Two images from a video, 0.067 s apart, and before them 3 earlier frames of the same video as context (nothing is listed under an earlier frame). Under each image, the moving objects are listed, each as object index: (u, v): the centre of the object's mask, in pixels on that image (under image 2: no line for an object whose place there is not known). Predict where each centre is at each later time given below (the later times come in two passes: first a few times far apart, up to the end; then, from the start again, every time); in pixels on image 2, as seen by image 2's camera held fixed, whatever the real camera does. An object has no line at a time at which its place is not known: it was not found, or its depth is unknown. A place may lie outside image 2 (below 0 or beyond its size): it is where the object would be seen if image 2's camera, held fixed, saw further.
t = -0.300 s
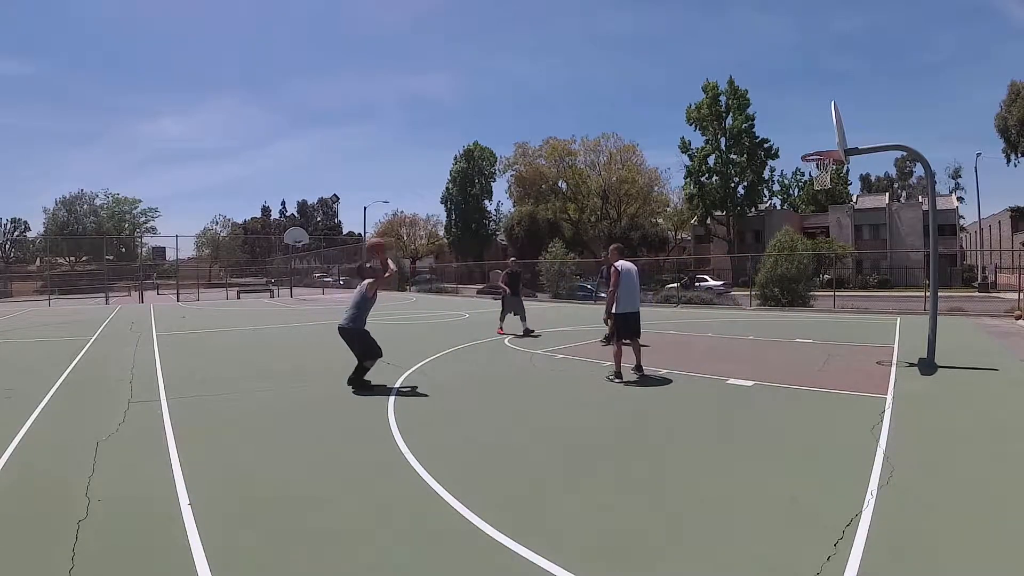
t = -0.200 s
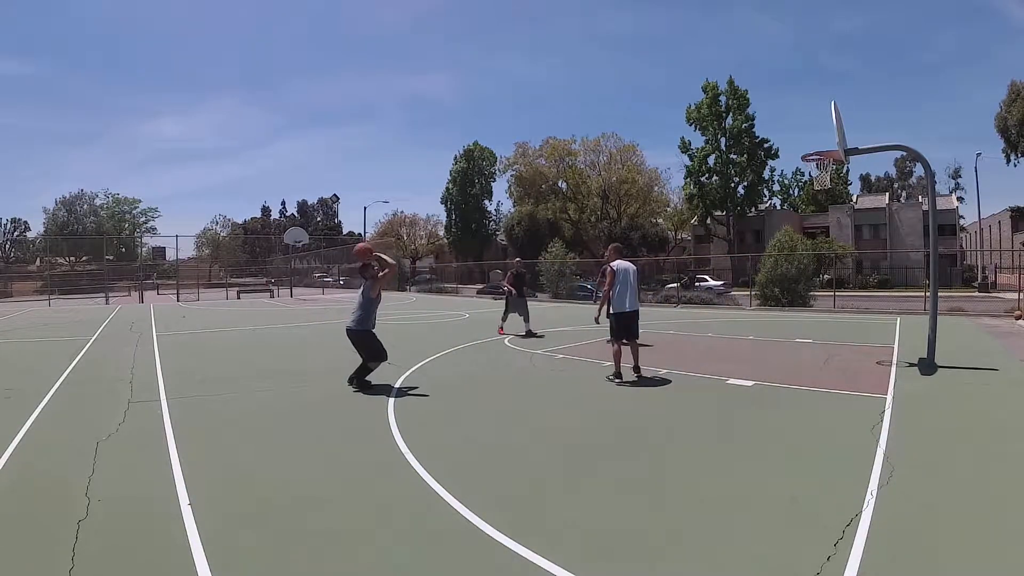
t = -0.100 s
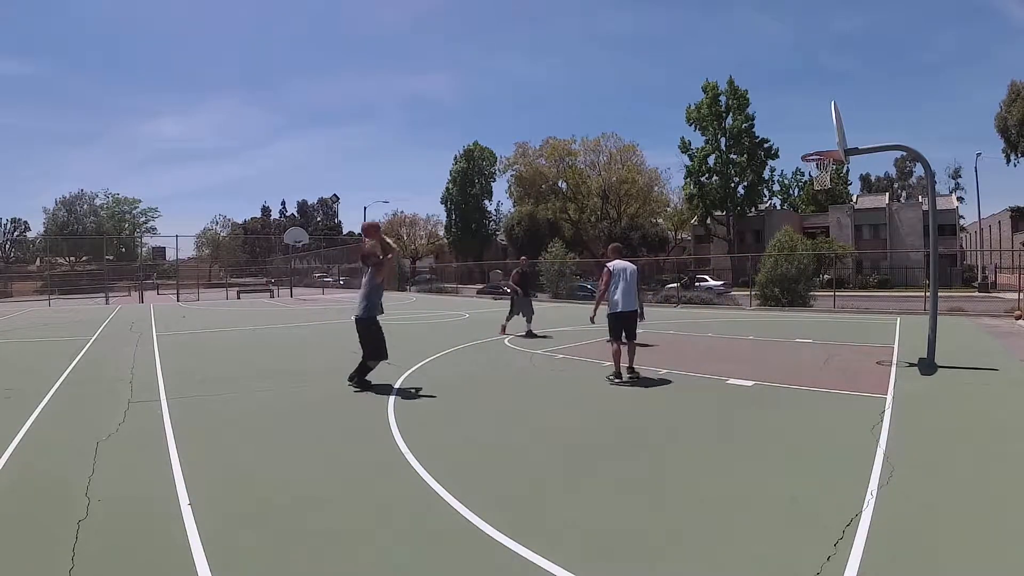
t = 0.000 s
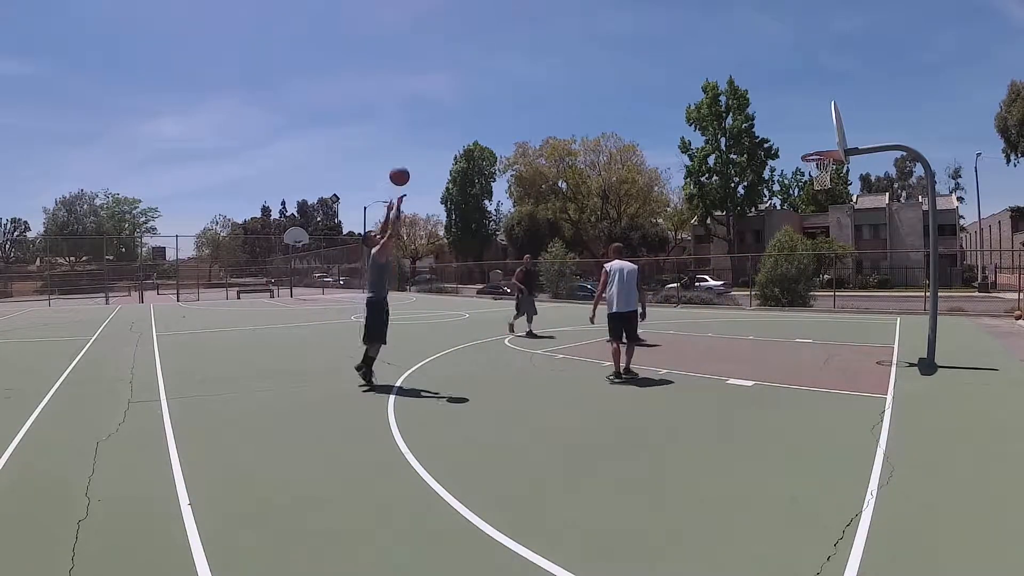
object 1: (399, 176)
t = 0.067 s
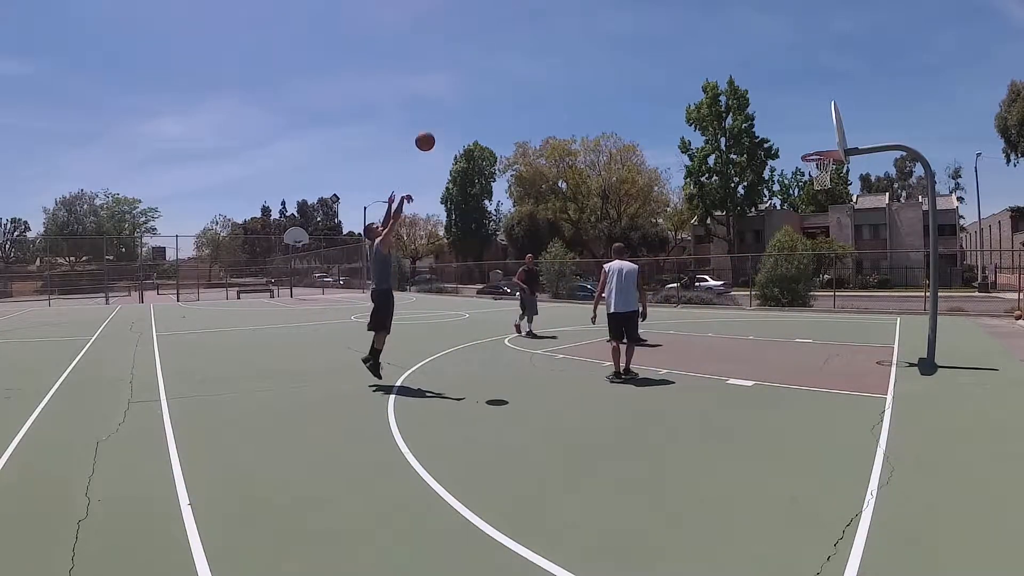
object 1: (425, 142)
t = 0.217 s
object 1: (481, 79)
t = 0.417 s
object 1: (551, 29)
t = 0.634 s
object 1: (622, 10)
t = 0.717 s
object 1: (648, 12)
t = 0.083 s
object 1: (431, 133)
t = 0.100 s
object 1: (438, 126)
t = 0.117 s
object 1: (444, 118)
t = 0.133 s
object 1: (450, 111)
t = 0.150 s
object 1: (456, 104)
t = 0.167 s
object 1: (463, 97)
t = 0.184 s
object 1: (469, 91)
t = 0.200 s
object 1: (475, 85)
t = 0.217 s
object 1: (481, 79)
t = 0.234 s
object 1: (487, 73)
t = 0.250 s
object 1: (493, 68)
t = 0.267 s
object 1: (499, 63)
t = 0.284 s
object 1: (505, 58)
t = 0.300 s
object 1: (511, 54)
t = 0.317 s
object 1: (517, 49)
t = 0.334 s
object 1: (523, 45)
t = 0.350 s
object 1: (529, 42)
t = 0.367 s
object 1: (534, 38)
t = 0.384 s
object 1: (540, 35)
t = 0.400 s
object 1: (546, 32)
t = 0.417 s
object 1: (551, 29)
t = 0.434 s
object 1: (557, 26)
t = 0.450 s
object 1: (562, 24)
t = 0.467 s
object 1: (568, 21)
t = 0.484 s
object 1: (573, 19)
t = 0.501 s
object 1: (579, 18)
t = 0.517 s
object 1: (584, 16)
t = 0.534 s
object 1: (590, 15)
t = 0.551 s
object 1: (595, 13)
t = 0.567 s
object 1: (600, 12)
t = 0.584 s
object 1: (606, 11)
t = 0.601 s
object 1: (611, 11)
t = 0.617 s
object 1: (616, 10)
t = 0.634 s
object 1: (622, 10)
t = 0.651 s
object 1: (627, 10)
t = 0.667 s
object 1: (632, 10)
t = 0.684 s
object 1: (637, 11)
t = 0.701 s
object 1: (642, 11)
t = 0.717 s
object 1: (648, 12)
